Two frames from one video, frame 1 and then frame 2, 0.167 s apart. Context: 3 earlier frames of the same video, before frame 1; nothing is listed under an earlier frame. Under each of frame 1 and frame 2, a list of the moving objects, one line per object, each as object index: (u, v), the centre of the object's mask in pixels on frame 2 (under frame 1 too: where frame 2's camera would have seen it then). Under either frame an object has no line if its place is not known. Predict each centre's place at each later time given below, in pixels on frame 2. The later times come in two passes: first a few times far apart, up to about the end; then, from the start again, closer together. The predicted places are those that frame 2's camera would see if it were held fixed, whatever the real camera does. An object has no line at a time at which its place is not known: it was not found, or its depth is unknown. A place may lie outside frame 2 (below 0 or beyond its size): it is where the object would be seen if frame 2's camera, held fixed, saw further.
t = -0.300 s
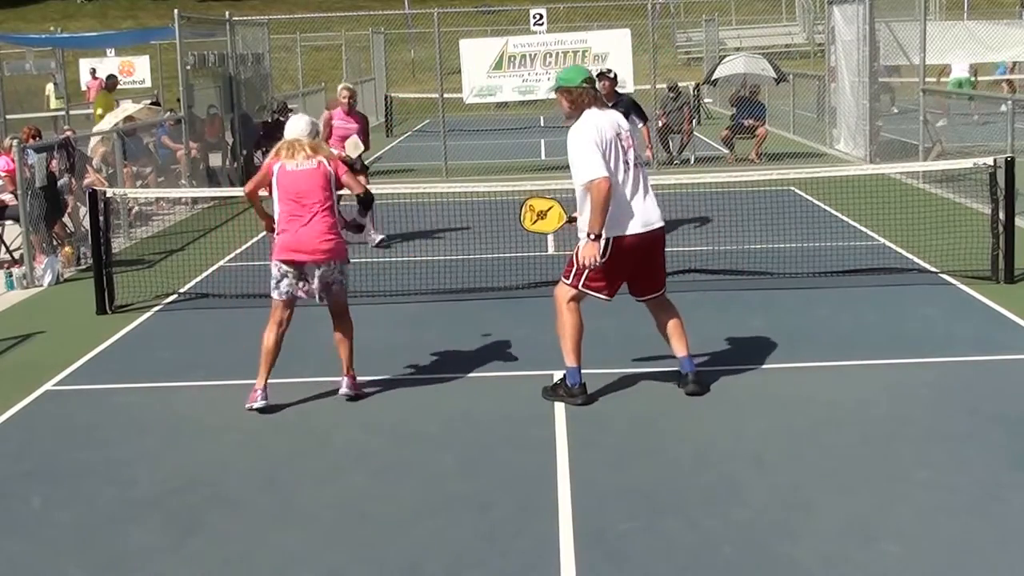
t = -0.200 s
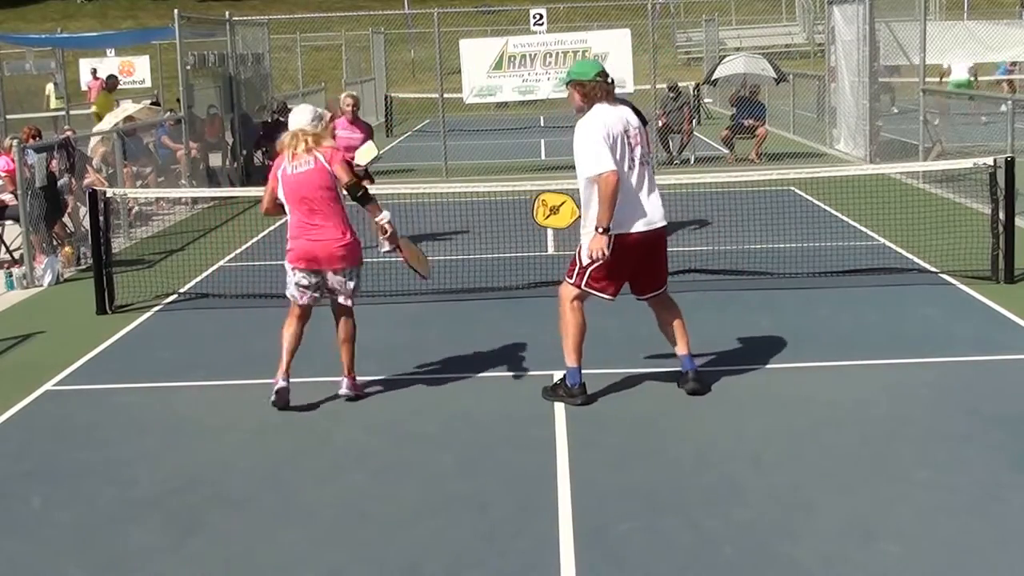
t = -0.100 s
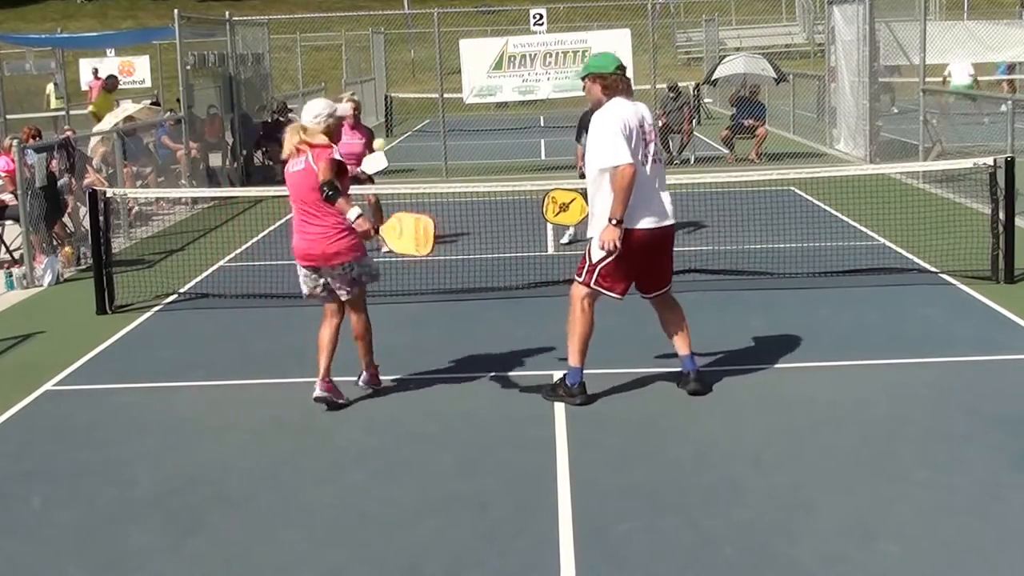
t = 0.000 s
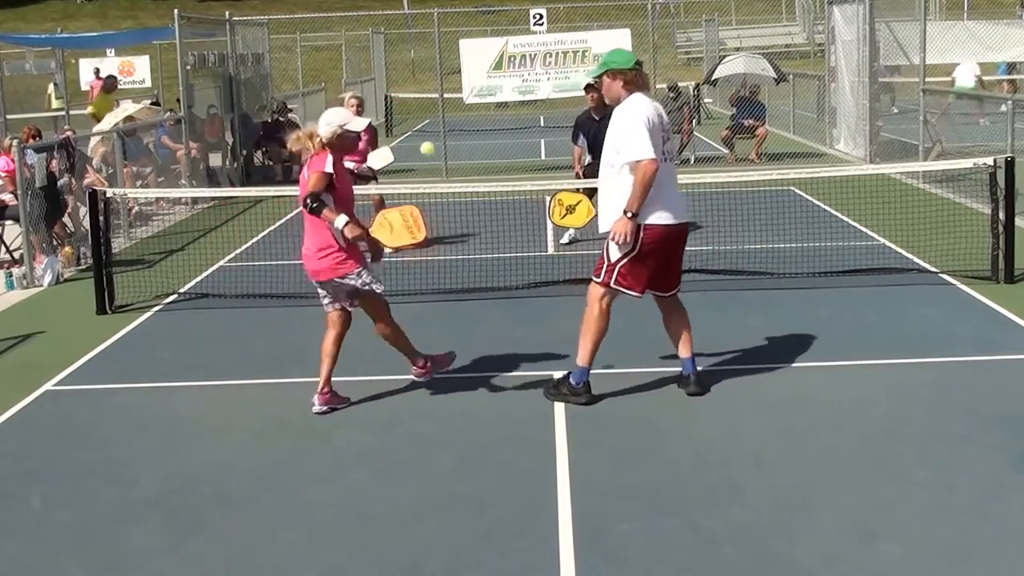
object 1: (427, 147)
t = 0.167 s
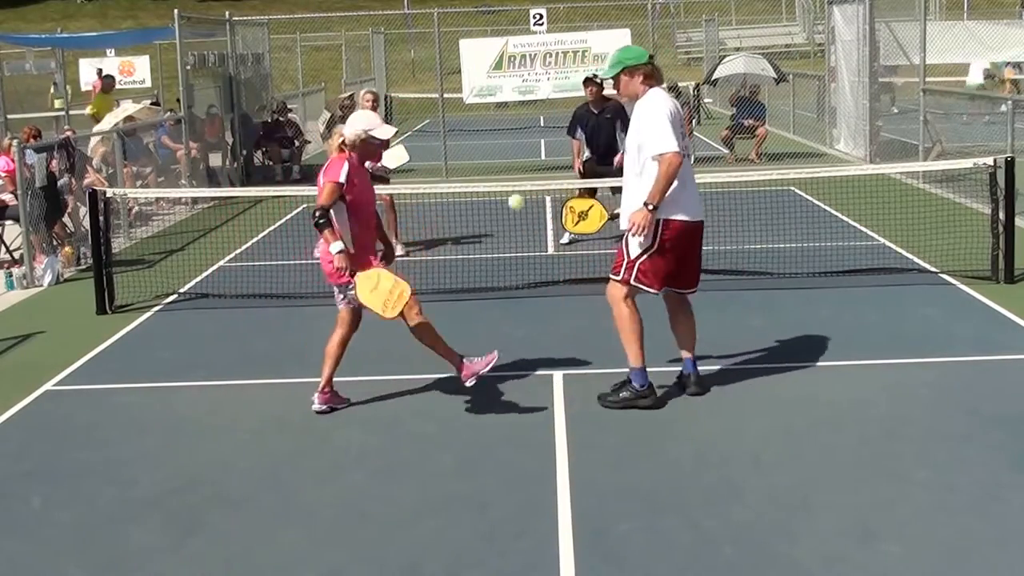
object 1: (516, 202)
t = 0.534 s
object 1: (719, 410)
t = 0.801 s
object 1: (841, 338)
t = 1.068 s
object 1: (975, 433)
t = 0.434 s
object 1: (672, 419)
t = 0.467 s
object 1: (692, 450)
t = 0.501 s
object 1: (706, 429)
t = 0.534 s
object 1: (719, 410)
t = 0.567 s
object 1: (734, 393)
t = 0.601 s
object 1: (749, 378)
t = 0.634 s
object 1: (763, 365)
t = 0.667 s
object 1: (778, 355)
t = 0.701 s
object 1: (794, 347)
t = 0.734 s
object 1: (809, 342)
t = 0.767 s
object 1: (825, 338)
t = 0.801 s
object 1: (841, 338)
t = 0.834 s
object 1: (857, 340)
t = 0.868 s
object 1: (874, 345)
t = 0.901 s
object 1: (890, 352)
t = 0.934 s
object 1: (907, 362)
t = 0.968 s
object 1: (924, 376)
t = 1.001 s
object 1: (940, 392)
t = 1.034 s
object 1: (957, 411)
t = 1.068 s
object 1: (975, 433)
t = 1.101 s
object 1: (991, 458)
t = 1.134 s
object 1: (1008, 485)
